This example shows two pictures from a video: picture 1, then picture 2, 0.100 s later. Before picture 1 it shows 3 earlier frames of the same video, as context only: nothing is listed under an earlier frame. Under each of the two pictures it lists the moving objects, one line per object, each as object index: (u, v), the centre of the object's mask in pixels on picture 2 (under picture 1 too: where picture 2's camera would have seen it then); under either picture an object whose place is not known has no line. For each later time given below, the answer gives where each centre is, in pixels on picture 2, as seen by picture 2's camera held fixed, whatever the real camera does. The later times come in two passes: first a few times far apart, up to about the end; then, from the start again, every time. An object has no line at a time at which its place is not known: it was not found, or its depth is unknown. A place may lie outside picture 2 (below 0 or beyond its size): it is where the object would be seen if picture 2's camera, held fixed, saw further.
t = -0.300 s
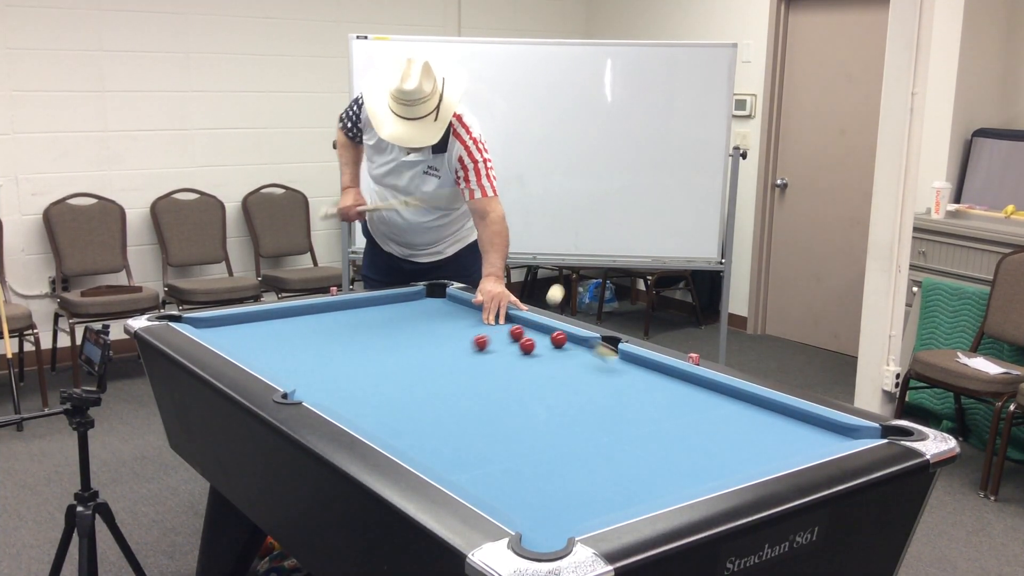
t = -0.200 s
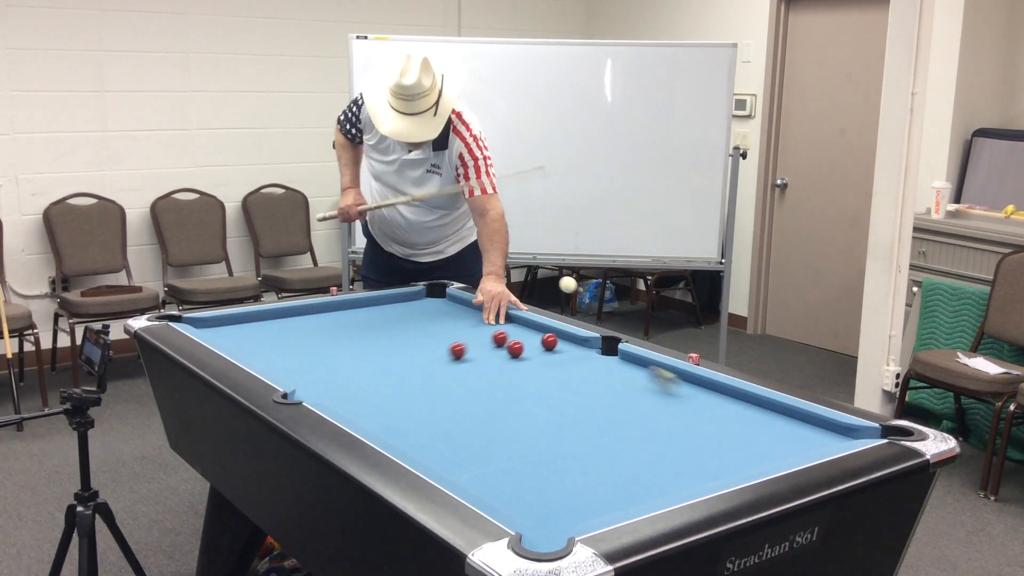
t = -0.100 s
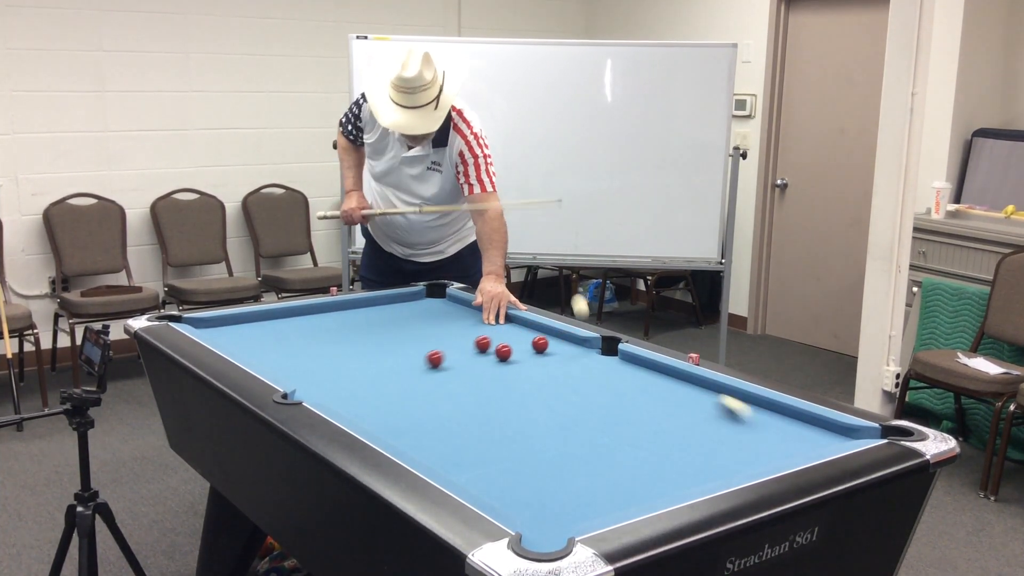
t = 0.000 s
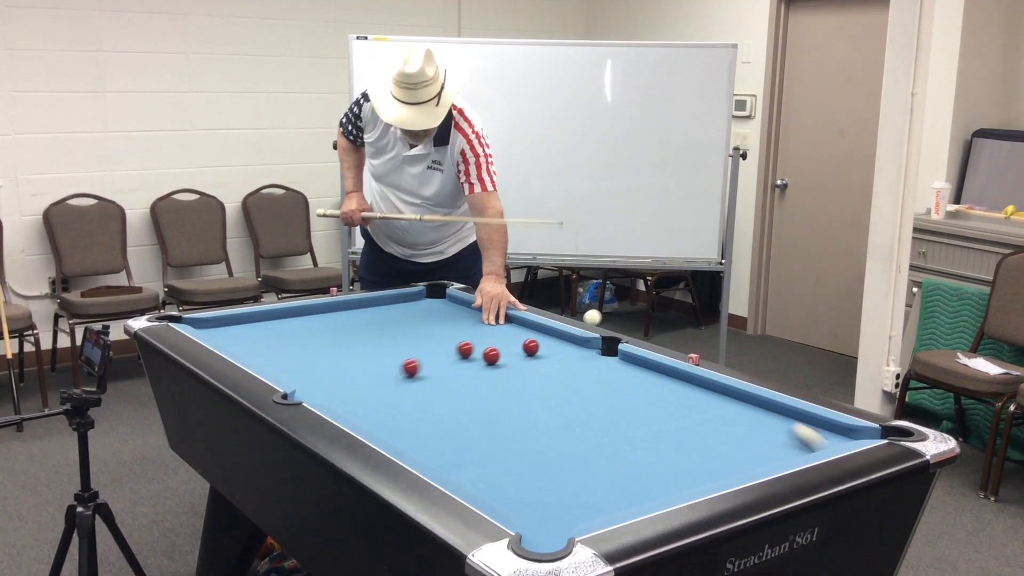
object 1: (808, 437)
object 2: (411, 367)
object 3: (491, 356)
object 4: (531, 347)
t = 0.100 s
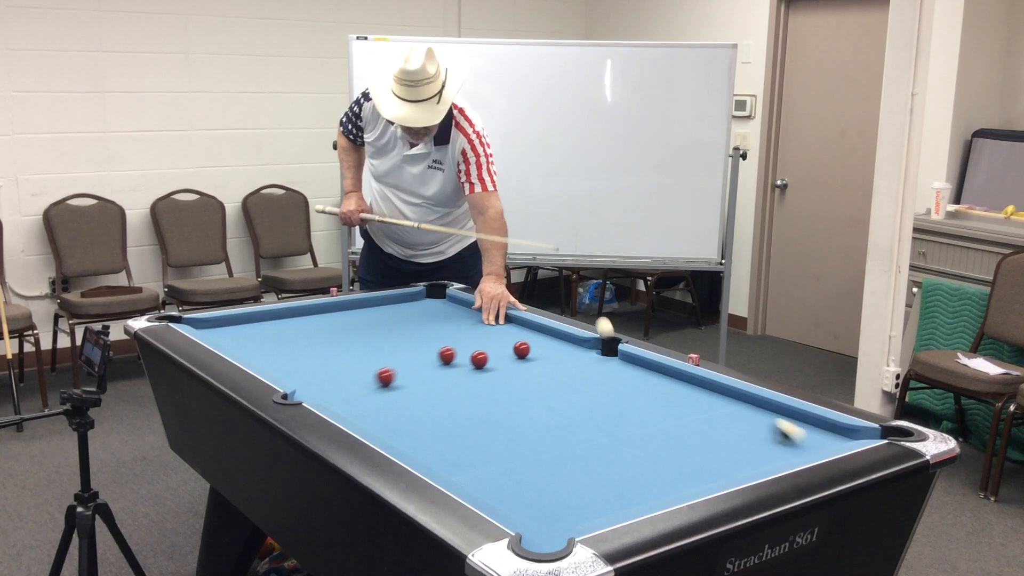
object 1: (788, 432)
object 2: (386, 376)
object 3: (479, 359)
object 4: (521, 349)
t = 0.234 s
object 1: (717, 409)
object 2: (349, 389)
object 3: (463, 364)
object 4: (509, 353)
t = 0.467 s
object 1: (621, 377)
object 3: (434, 372)
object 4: (489, 358)
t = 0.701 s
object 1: (543, 351)
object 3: (404, 380)
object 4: (468, 364)
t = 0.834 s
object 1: (504, 338)
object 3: (387, 385)
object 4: (456, 367)
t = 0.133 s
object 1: (768, 425)
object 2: (377, 379)
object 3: (475, 360)
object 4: (518, 350)
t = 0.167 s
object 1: (748, 419)
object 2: (368, 383)
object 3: (471, 361)
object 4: (516, 351)
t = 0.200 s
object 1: (733, 413)
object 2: (359, 386)
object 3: (467, 363)
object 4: (512, 352)
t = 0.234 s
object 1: (717, 409)
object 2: (349, 389)
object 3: (463, 364)
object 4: (509, 353)
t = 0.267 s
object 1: (702, 404)
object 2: (340, 392)
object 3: (459, 365)
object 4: (507, 353)
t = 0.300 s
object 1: (688, 399)
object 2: (330, 395)
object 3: (455, 366)
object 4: (504, 354)
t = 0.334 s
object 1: (674, 395)
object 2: (321, 397)
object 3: (450, 367)
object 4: (500, 355)
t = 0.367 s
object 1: (660, 389)
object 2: (311, 398)
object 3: (446, 368)
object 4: (497, 356)
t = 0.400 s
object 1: (645, 385)
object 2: (305, 399)
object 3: (442, 369)
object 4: (495, 356)
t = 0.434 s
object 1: (634, 380)
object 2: (300, 400)
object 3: (438, 370)
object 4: (492, 357)
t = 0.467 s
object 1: (621, 377)
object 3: (434, 372)
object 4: (489, 358)
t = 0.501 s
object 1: (609, 372)
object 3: (430, 373)
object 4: (486, 359)
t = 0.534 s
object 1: (597, 369)
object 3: (426, 374)
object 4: (483, 360)
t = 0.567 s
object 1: (586, 365)
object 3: (421, 375)
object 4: (480, 361)
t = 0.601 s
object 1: (574, 361)
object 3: (417, 376)
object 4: (477, 361)
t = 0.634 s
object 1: (564, 358)
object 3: (413, 377)
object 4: (474, 362)
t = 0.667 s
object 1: (553, 354)
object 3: (409, 379)
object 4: (471, 363)
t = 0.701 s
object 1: (543, 351)
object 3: (404, 380)
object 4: (468, 364)
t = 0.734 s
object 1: (533, 347)
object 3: (400, 381)
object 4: (465, 364)
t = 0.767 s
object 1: (523, 345)
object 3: (396, 382)
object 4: (462, 365)
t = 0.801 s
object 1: (514, 341)
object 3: (392, 383)
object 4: (459, 366)
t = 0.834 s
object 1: (504, 338)
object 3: (387, 385)
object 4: (456, 367)
